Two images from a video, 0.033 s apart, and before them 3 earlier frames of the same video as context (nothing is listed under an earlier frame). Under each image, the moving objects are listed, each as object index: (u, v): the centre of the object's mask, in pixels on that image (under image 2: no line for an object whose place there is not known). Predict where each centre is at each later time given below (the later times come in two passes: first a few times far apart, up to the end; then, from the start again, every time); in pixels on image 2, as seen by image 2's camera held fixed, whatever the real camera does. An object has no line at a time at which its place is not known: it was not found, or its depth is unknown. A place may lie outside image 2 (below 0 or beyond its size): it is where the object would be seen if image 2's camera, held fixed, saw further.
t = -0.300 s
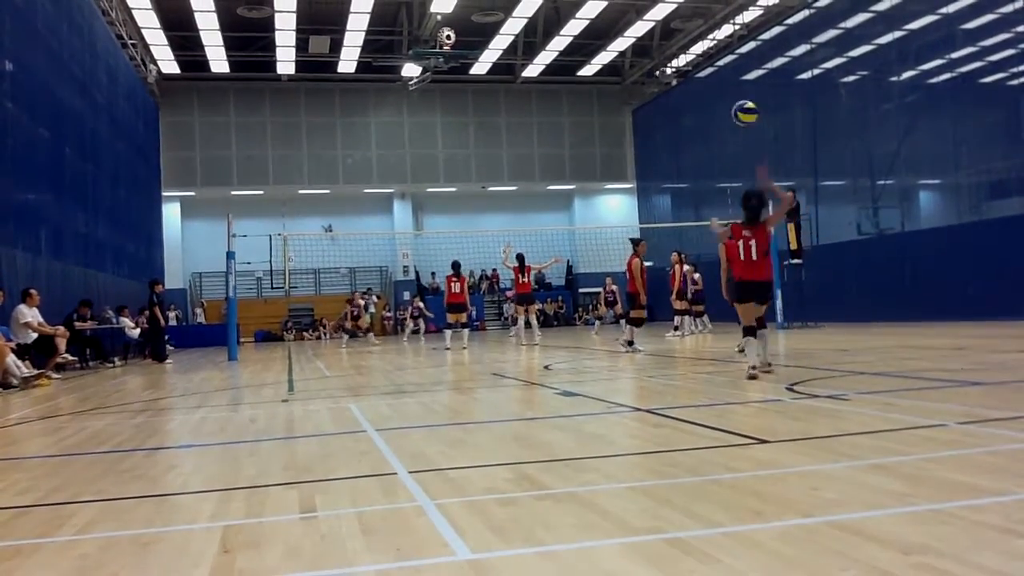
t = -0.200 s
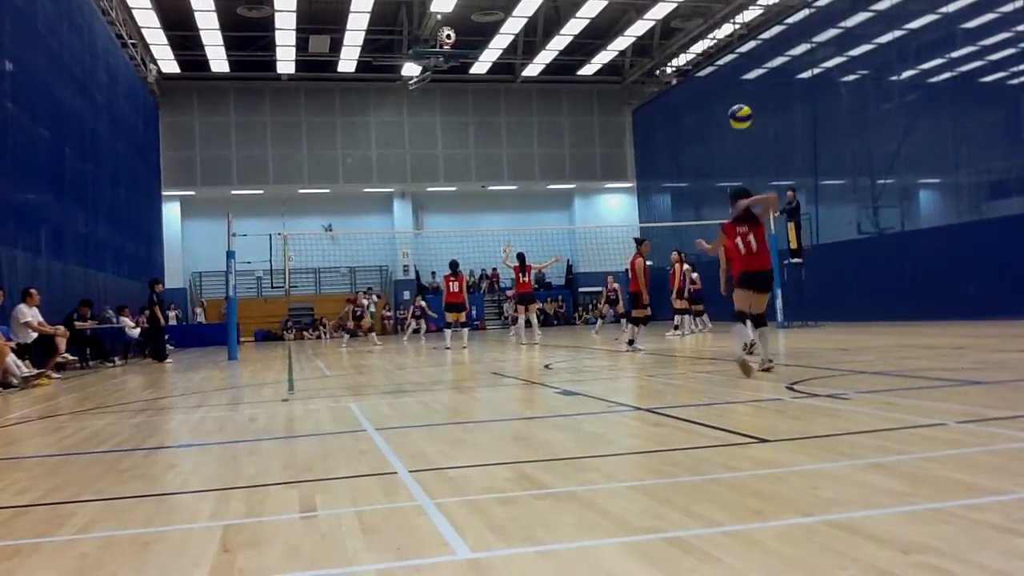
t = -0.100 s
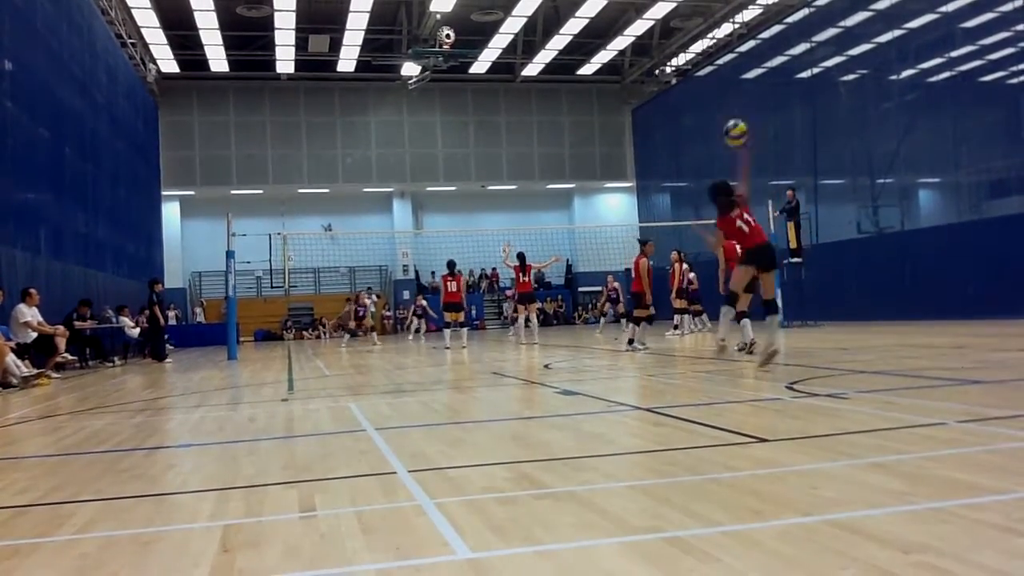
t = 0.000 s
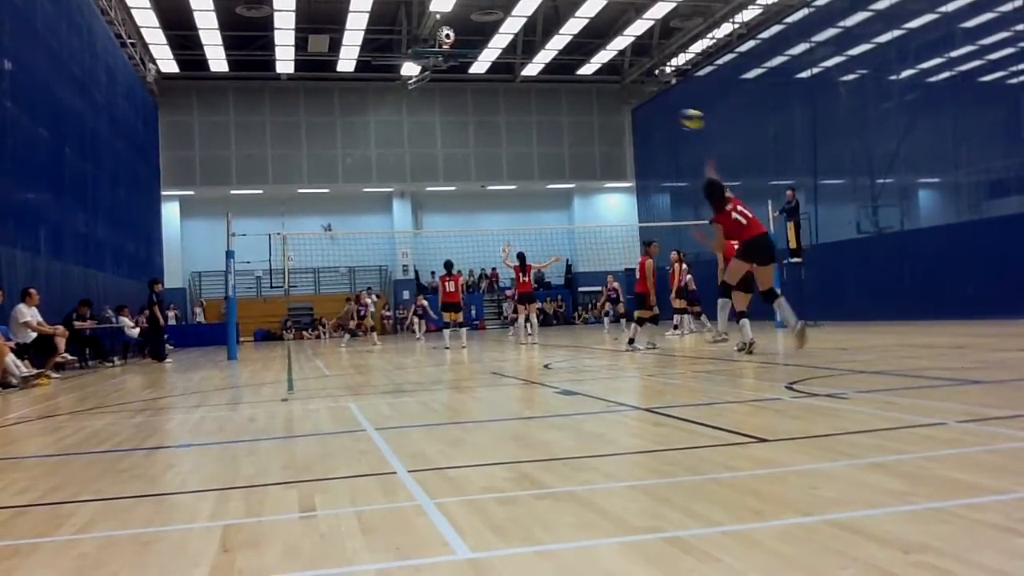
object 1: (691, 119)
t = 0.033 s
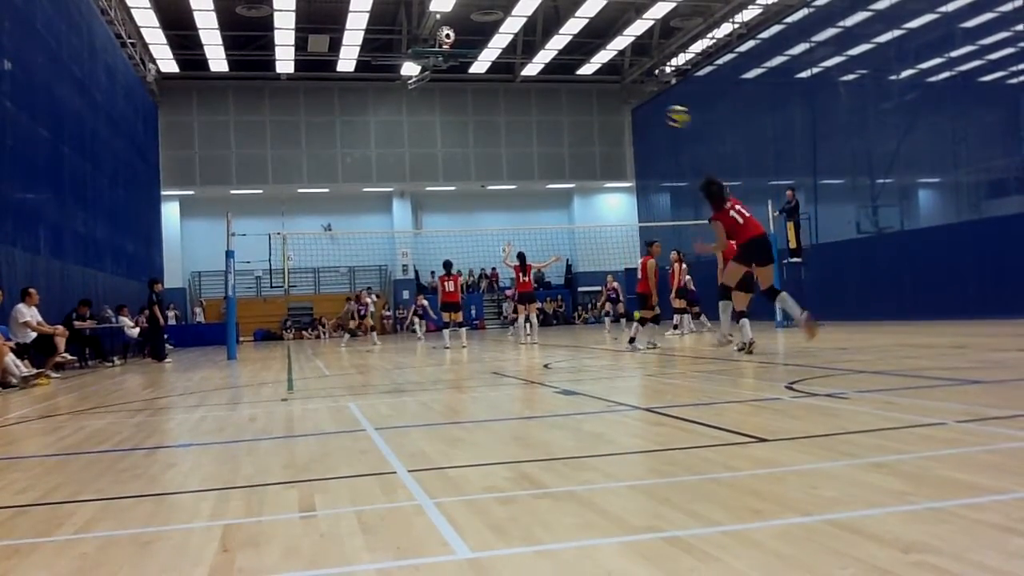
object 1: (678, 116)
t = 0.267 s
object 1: (612, 117)
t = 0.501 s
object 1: (571, 141)
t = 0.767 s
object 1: (544, 186)
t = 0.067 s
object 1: (665, 113)
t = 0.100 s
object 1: (655, 111)
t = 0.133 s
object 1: (645, 111)
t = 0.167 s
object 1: (636, 111)
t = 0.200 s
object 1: (627, 112)
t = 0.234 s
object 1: (619, 115)
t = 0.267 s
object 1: (612, 117)
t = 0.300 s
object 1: (605, 120)
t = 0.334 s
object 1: (598, 123)
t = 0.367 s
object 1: (592, 126)
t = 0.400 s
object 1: (586, 130)
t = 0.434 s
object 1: (581, 133)
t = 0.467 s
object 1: (576, 137)
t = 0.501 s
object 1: (571, 141)
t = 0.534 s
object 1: (567, 146)
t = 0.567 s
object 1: (563, 151)
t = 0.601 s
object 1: (559, 156)
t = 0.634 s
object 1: (556, 161)
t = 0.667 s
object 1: (553, 167)
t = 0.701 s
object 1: (550, 173)
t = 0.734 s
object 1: (547, 177)
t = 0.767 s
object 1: (544, 186)
